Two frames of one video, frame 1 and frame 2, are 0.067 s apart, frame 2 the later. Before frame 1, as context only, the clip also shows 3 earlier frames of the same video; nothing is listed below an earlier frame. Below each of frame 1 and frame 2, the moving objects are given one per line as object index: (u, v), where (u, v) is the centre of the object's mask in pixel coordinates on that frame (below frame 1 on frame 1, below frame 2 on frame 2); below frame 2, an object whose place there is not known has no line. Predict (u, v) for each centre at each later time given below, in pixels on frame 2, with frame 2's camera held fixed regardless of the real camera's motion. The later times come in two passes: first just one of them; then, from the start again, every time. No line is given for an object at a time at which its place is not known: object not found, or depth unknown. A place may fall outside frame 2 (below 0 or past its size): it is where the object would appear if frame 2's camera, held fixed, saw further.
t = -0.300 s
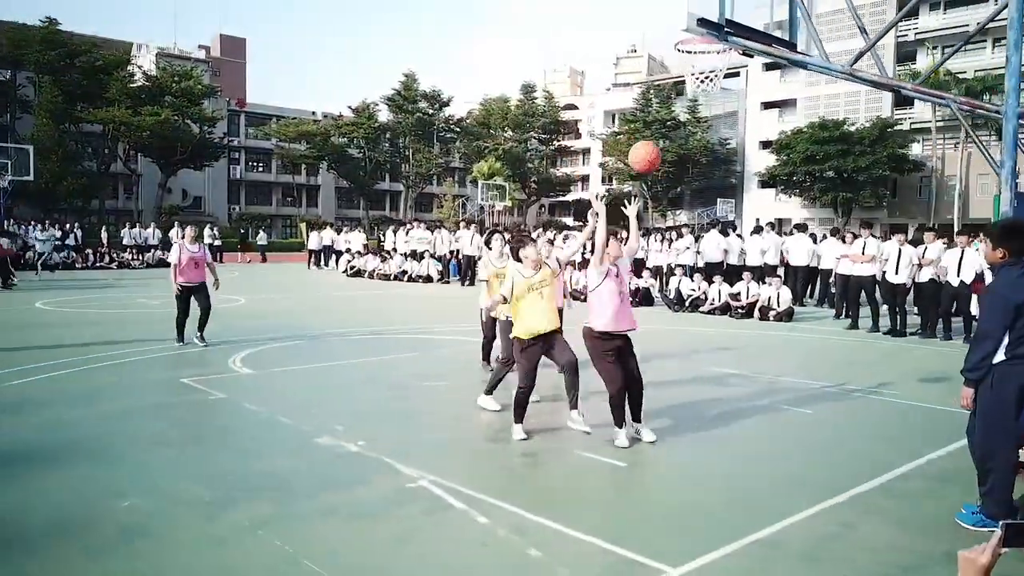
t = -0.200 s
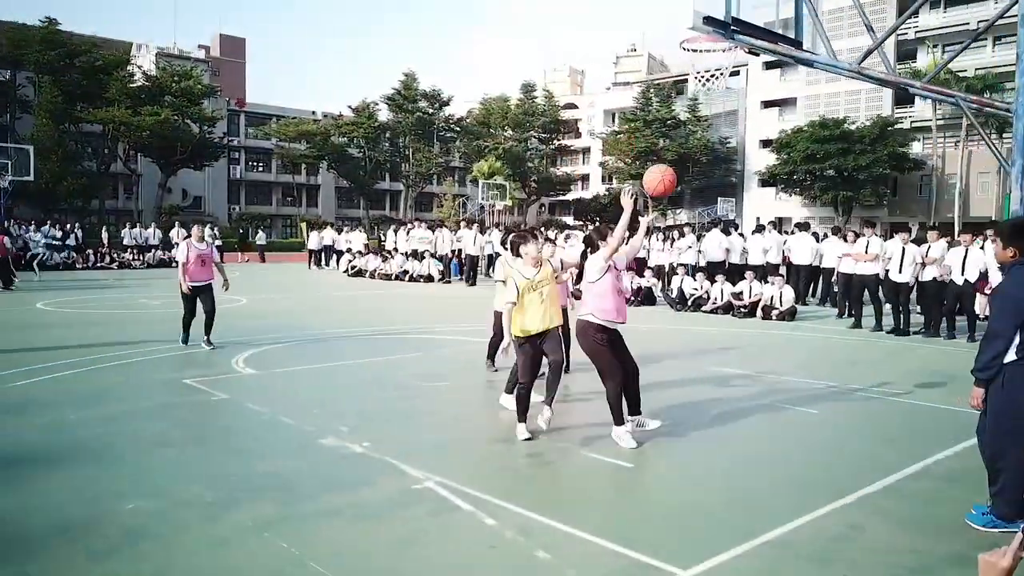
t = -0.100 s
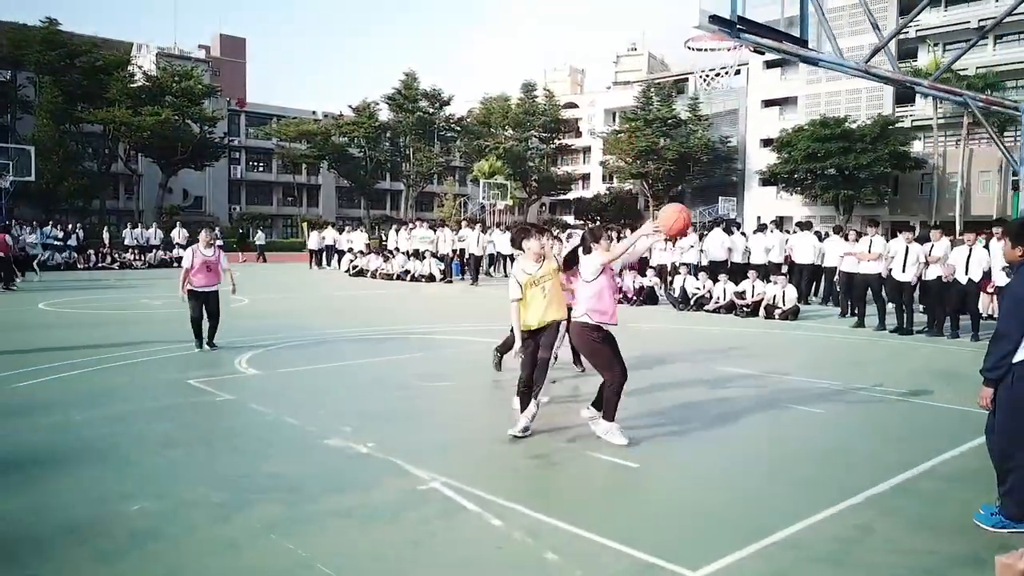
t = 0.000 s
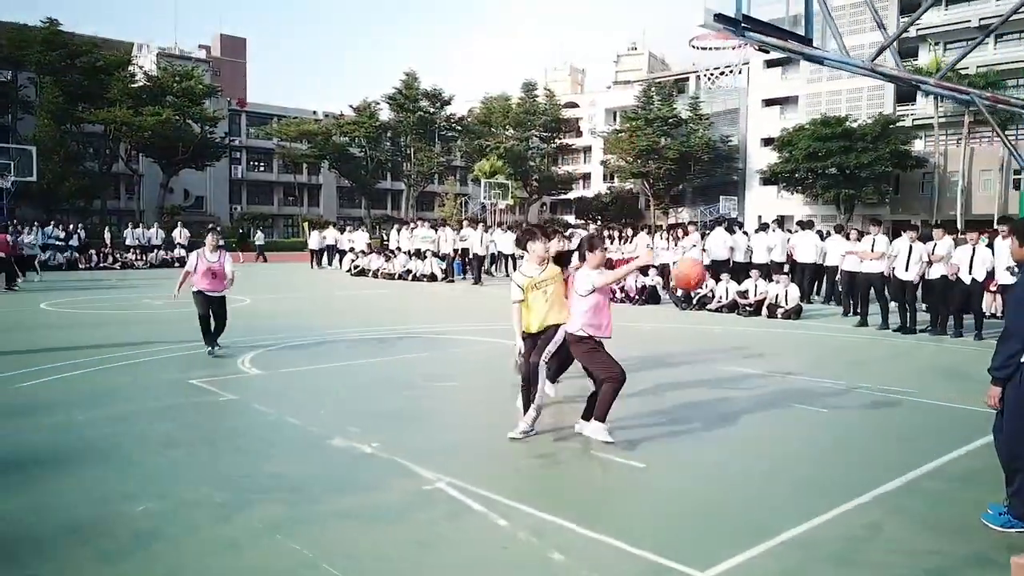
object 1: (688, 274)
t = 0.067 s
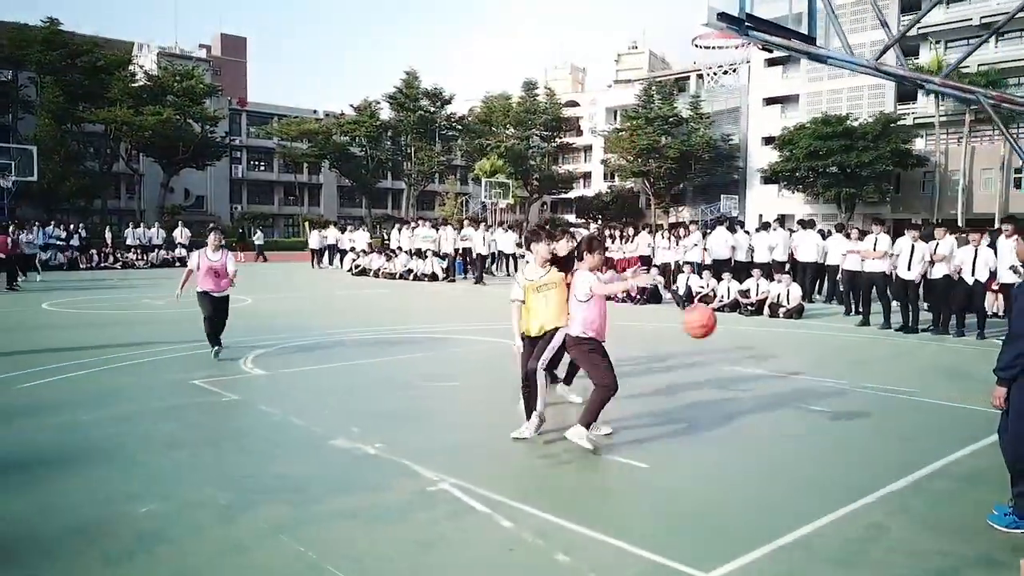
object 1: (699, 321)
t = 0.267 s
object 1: (722, 402)
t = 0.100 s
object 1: (703, 348)
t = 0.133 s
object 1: (706, 375)
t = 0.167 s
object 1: (709, 405)
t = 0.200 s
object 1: (712, 437)
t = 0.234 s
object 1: (717, 424)
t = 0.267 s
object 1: (722, 402)
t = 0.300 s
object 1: (726, 381)
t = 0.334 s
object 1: (732, 362)
